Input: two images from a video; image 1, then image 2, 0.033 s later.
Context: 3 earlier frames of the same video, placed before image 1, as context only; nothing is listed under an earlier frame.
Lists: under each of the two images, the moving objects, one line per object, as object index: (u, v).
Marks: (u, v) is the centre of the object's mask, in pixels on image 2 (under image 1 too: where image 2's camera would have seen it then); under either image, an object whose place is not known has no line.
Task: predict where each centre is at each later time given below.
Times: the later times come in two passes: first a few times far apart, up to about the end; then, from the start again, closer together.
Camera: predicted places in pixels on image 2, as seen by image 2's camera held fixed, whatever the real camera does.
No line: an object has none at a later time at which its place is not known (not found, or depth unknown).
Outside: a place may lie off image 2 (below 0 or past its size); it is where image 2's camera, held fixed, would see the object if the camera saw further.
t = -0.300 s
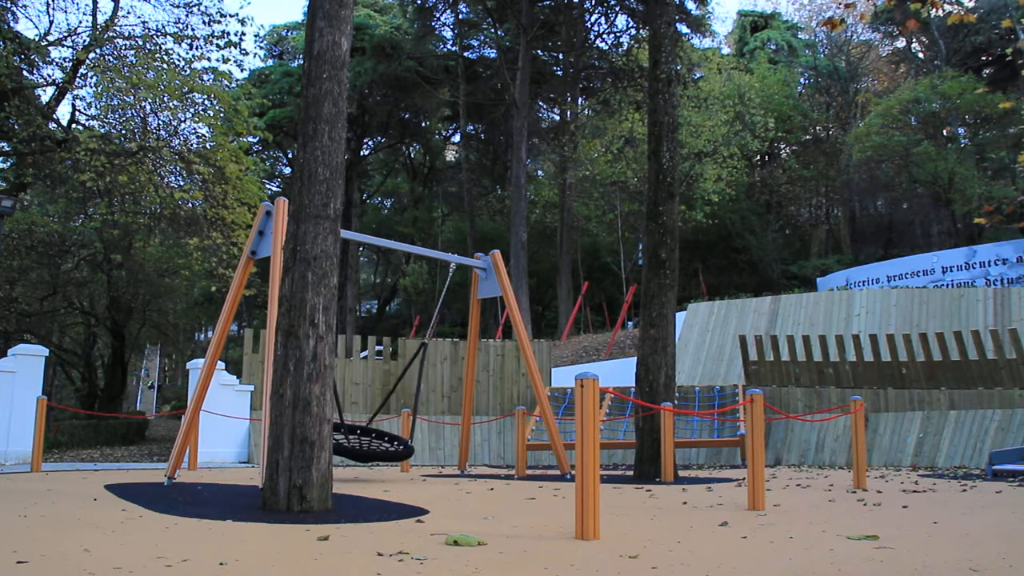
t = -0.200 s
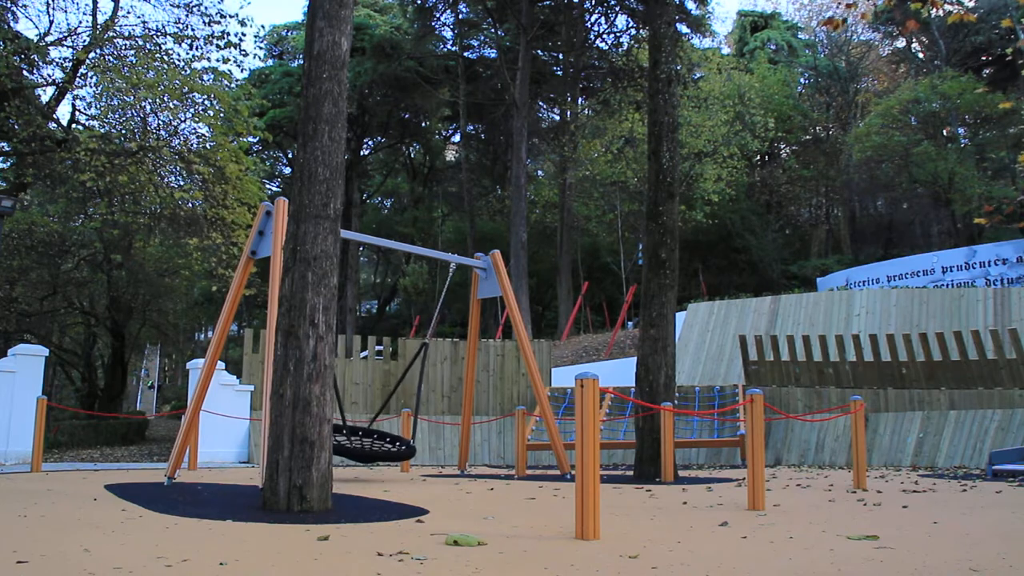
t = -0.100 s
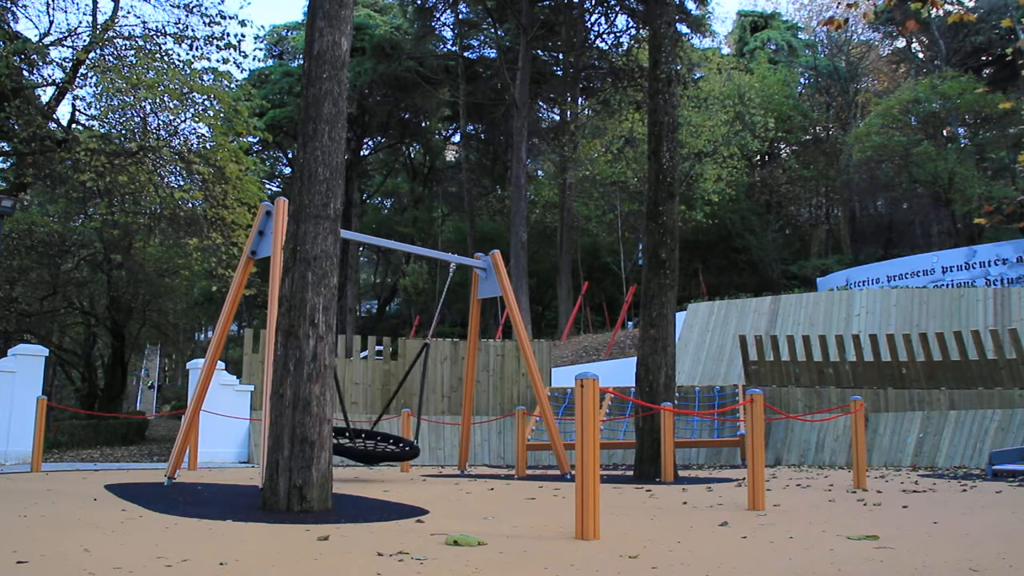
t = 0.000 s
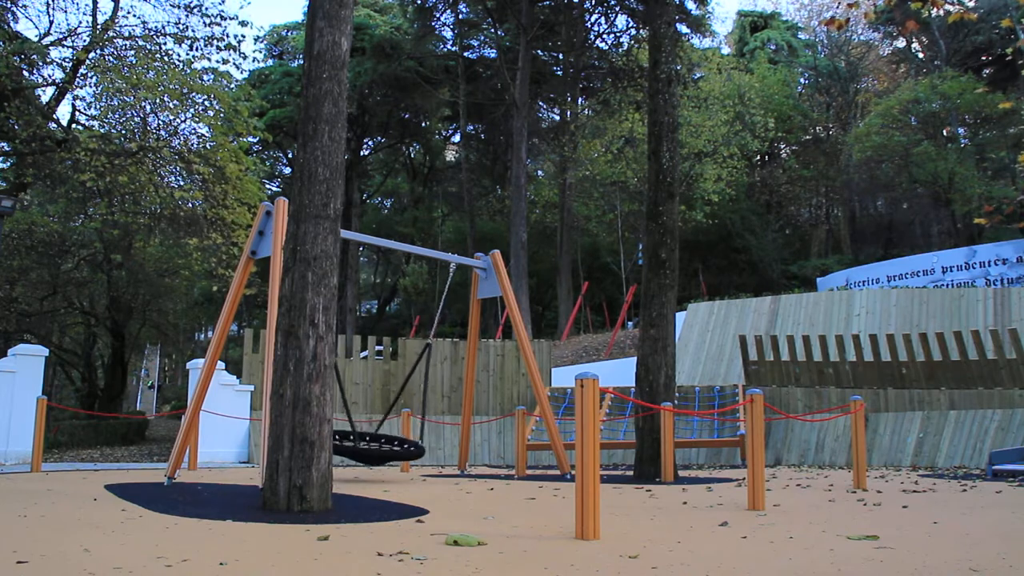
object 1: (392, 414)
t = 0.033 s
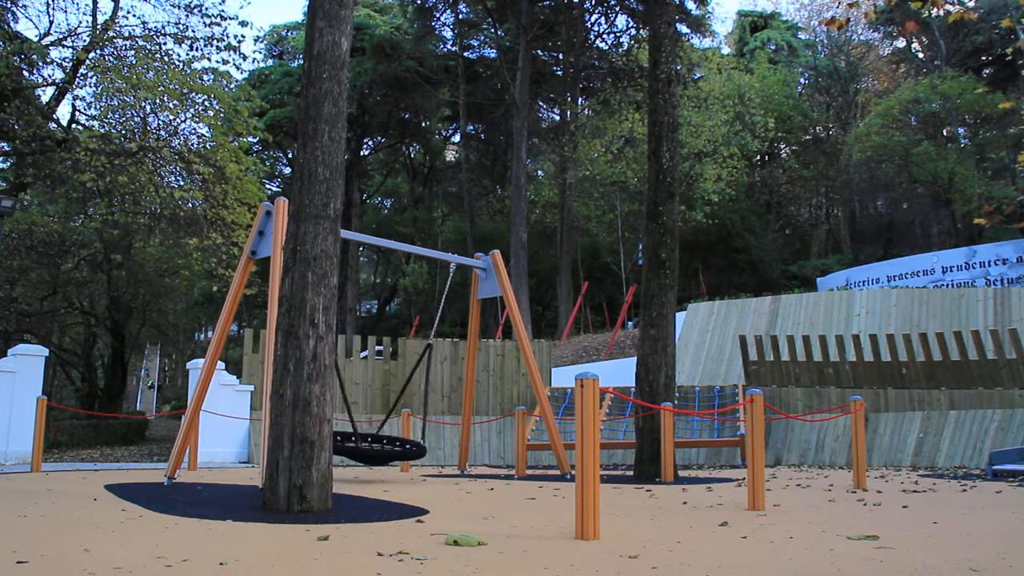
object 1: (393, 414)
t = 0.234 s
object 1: (402, 415)
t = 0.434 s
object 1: (412, 414)
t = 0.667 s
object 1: (395, 414)
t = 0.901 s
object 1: (404, 409)
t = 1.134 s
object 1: (406, 410)
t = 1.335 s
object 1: (398, 411)
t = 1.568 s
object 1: (384, 416)
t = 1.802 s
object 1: (404, 416)
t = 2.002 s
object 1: (394, 414)
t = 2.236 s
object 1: (389, 414)
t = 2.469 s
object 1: (387, 414)
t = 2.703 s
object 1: (389, 415)
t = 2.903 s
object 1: (395, 417)
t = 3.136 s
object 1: (405, 416)
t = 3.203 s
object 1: (409, 415)
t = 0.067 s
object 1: (394, 414)
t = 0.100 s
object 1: (395, 414)
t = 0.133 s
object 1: (397, 415)
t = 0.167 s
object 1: (398, 415)
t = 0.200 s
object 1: (400, 415)
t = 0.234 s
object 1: (402, 415)
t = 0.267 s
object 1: (404, 417)
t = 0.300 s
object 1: (405, 415)
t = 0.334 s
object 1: (408, 416)
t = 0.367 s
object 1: (406, 421)
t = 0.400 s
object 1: (377, 419)
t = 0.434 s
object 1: (412, 414)
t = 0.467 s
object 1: (414, 416)
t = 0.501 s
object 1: (383, 416)
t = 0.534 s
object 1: (386, 415)
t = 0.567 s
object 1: (389, 416)
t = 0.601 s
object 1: (390, 414)
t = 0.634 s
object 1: (393, 414)
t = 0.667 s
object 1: (395, 414)
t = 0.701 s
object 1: (397, 413)
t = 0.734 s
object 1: (401, 414)
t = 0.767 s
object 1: (428, 412)
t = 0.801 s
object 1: (429, 413)
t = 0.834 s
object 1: (430, 414)
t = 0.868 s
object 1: (404, 410)
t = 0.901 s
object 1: (404, 409)
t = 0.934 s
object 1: (406, 410)
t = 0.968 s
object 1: (406, 410)
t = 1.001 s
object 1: (407, 410)
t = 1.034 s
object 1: (406, 408)
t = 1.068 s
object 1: (406, 408)
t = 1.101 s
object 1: (407, 410)
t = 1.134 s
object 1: (406, 410)
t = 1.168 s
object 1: (405, 410)
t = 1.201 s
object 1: (404, 410)
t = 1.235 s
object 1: (430, 414)
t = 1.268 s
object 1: (402, 410)
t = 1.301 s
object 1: (402, 413)
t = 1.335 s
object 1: (398, 411)
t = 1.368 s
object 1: (398, 414)
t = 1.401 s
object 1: (396, 414)
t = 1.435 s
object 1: (392, 413)
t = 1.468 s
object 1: (390, 414)
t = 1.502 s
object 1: (389, 415)
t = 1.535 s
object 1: (387, 418)
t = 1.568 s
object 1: (384, 416)
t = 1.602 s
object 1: (381, 417)
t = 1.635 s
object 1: (379, 417)
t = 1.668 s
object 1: (376, 415)
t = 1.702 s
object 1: (407, 417)
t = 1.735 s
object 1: (407, 413)
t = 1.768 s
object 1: (405, 414)
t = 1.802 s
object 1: (404, 416)
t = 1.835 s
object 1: (402, 415)
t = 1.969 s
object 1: (395, 414)
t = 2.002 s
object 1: (394, 414)
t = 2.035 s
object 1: (393, 414)
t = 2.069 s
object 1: (392, 414)
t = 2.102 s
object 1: (391, 414)
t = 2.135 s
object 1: (391, 415)
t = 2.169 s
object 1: (390, 415)
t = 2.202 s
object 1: (389, 414)
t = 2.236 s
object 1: (389, 414)
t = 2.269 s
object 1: (388, 414)
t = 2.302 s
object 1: (388, 414)
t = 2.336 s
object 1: (387, 414)
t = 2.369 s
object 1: (387, 414)
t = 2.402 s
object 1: (387, 414)
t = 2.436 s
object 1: (387, 414)
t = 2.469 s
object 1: (387, 414)
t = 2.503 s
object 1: (387, 414)
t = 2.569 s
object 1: (388, 414)
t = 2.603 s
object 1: (388, 414)
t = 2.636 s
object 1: (388, 414)
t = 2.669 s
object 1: (389, 414)
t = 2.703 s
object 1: (389, 415)
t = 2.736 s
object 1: (390, 415)
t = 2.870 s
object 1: (394, 416)
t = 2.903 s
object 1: (395, 417)
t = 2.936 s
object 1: (396, 416)
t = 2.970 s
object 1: (397, 416)
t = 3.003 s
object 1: (398, 415)
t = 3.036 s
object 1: (400, 416)
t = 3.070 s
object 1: (402, 416)
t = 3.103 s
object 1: (403, 415)
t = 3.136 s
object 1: (405, 416)
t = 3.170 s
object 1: (407, 416)
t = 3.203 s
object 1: (409, 415)
